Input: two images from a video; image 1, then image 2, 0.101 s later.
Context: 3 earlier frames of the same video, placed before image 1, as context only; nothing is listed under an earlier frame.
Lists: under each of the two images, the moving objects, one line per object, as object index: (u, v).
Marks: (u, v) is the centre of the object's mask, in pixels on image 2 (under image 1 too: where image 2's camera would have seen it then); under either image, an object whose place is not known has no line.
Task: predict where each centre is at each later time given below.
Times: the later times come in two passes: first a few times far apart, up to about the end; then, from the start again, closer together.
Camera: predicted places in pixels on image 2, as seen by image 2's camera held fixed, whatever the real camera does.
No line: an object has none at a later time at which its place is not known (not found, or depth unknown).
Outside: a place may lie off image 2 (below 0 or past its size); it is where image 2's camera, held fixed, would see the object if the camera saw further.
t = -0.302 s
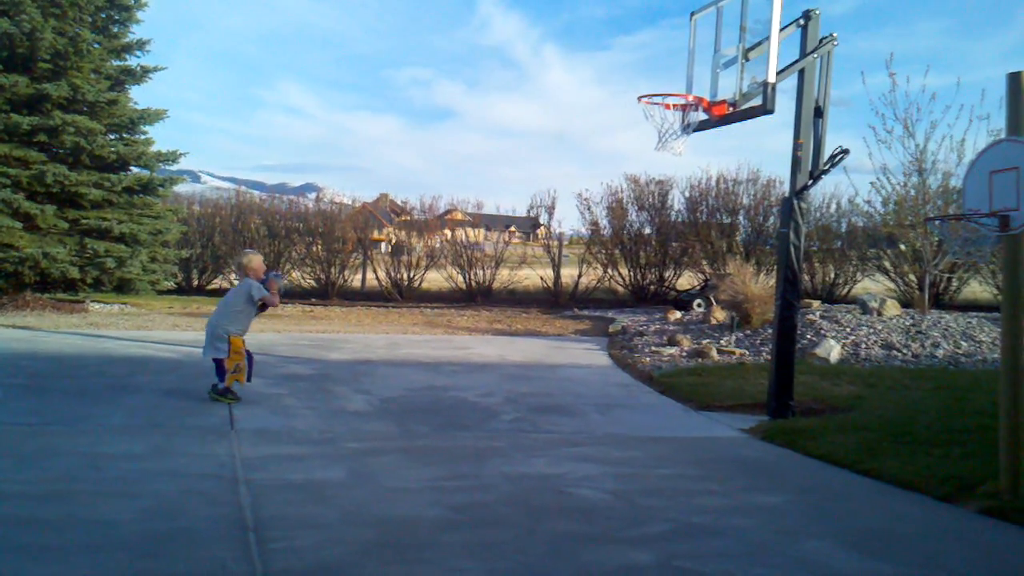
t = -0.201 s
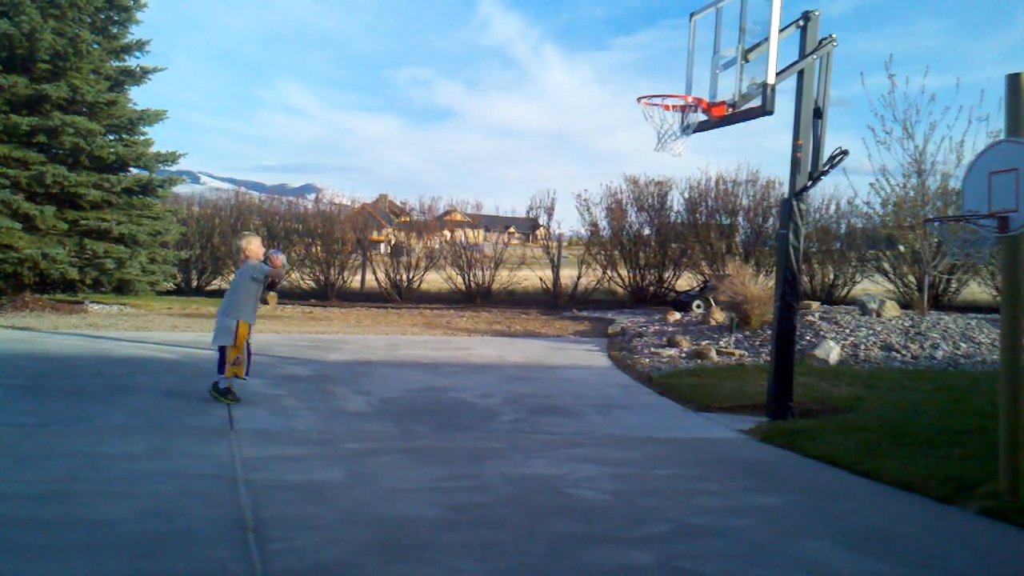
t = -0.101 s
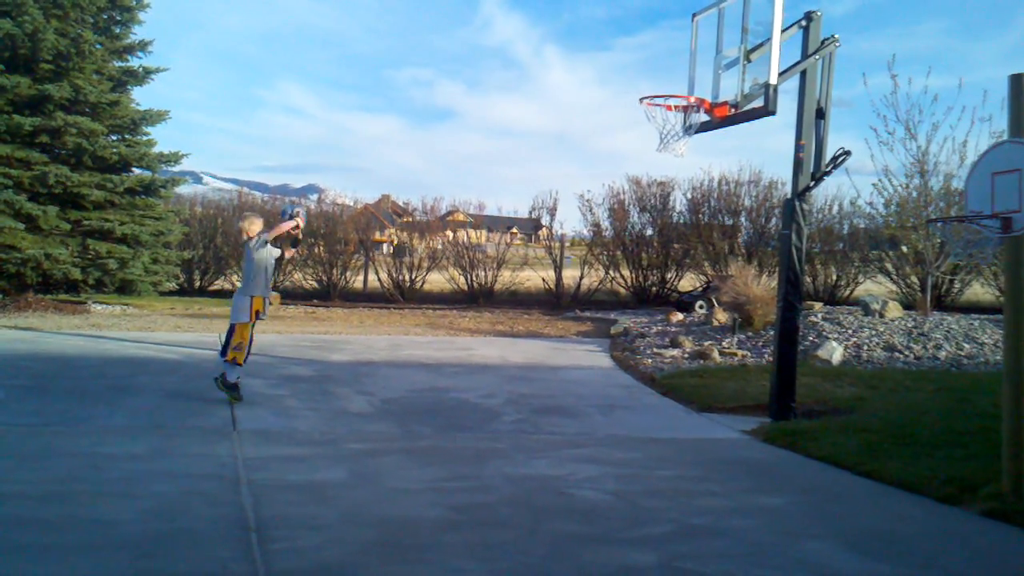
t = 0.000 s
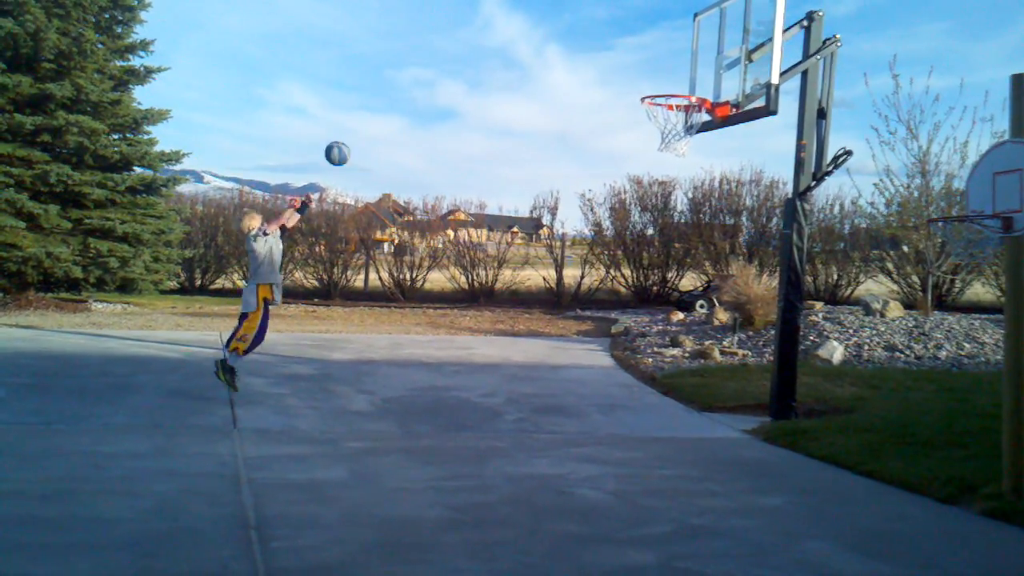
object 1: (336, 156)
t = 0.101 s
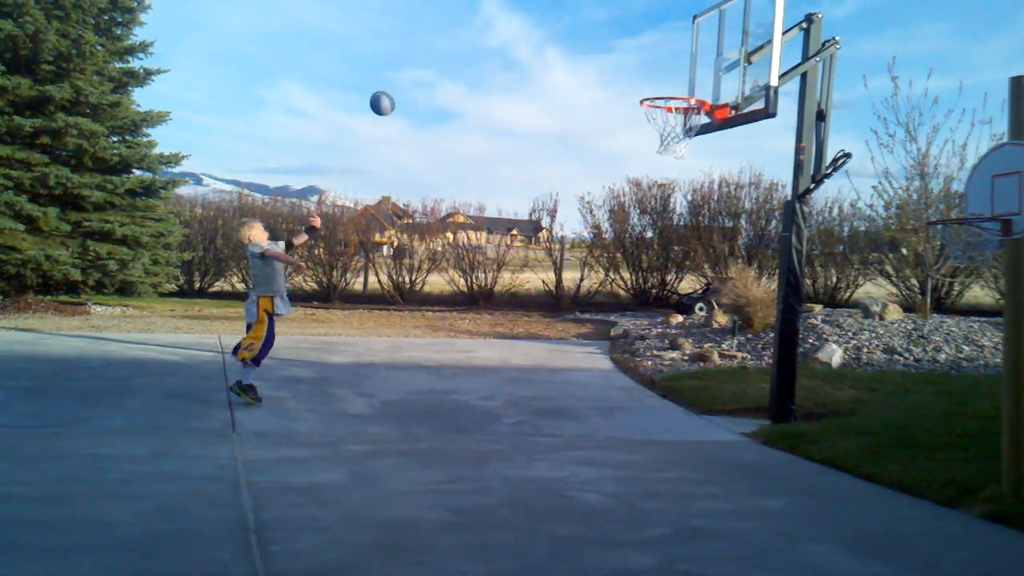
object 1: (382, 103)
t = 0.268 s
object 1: (457, 46)
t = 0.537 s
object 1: (572, 35)
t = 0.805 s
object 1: (679, 126)
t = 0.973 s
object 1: (720, 178)
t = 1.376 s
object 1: (789, 413)
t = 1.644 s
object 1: (791, 310)
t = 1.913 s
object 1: (789, 307)
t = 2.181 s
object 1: (784, 402)
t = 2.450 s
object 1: (745, 377)
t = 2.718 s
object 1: (706, 397)
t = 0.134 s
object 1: (397, 89)
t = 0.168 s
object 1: (412, 77)
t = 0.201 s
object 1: (427, 65)
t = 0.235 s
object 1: (441, 55)
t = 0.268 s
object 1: (457, 46)
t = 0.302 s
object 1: (472, 39)
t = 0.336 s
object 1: (486, 34)
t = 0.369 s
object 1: (500, 30)
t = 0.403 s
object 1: (515, 28)
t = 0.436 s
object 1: (529, 28)
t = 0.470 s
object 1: (543, 29)
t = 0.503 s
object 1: (558, 31)
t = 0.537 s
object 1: (572, 35)
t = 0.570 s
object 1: (586, 41)
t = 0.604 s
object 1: (600, 48)
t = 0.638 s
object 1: (613, 57)
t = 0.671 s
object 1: (627, 68)
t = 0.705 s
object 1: (640, 80)
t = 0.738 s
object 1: (653, 90)
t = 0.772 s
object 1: (667, 109)
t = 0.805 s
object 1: (679, 126)
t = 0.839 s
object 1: (692, 141)
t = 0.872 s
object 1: (701, 149)
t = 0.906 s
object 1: (706, 157)
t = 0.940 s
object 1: (713, 167)
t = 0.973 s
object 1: (720, 178)
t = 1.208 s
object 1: (763, 301)
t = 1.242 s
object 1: (769, 323)
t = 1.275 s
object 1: (775, 349)
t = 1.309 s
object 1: (780, 376)
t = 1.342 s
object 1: (785, 406)
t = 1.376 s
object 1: (789, 413)
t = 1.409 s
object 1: (789, 395)
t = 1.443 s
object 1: (790, 377)
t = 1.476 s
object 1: (790, 362)
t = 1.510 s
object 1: (790, 349)
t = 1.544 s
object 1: (790, 337)
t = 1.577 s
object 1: (791, 327)
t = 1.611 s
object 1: (792, 318)
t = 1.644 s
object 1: (791, 310)
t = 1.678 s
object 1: (792, 304)
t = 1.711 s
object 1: (793, 301)
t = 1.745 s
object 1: (792, 297)
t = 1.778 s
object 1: (792, 296)
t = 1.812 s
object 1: (791, 297)
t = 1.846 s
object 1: (791, 299)
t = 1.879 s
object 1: (790, 302)
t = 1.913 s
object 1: (789, 307)
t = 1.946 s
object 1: (789, 313)
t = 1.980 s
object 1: (789, 321)
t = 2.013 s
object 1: (788, 331)
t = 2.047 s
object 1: (788, 342)
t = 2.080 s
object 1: (786, 354)
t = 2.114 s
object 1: (785, 369)
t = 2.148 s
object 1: (785, 385)
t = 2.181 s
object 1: (784, 402)
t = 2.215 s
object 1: (779, 413)
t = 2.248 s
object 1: (774, 403)
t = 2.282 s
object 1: (769, 396)
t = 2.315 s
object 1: (765, 389)
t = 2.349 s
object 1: (759, 384)
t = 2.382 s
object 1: (755, 380)
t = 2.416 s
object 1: (749, 378)
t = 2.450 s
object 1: (745, 377)
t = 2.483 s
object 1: (740, 378)
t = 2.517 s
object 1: (735, 381)
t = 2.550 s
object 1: (729, 384)
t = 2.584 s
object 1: (725, 389)
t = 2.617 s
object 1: (720, 396)
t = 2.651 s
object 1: (713, 406)
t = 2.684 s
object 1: (709, 405)
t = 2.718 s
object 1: (706, 397)
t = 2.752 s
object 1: (702, 391)
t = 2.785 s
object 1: (697, 387)
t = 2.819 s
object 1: (694, 385)
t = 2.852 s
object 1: (689, 383)
